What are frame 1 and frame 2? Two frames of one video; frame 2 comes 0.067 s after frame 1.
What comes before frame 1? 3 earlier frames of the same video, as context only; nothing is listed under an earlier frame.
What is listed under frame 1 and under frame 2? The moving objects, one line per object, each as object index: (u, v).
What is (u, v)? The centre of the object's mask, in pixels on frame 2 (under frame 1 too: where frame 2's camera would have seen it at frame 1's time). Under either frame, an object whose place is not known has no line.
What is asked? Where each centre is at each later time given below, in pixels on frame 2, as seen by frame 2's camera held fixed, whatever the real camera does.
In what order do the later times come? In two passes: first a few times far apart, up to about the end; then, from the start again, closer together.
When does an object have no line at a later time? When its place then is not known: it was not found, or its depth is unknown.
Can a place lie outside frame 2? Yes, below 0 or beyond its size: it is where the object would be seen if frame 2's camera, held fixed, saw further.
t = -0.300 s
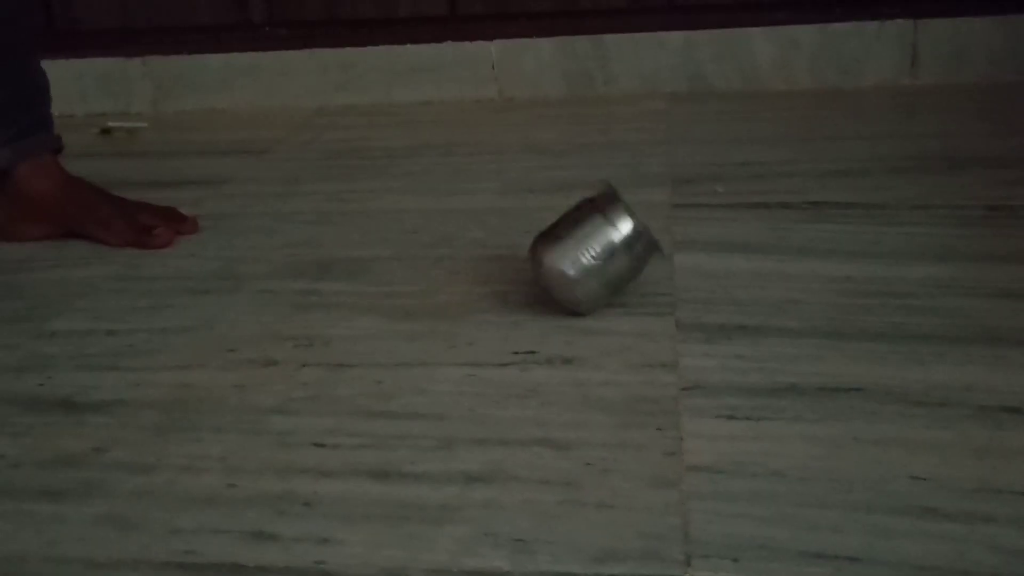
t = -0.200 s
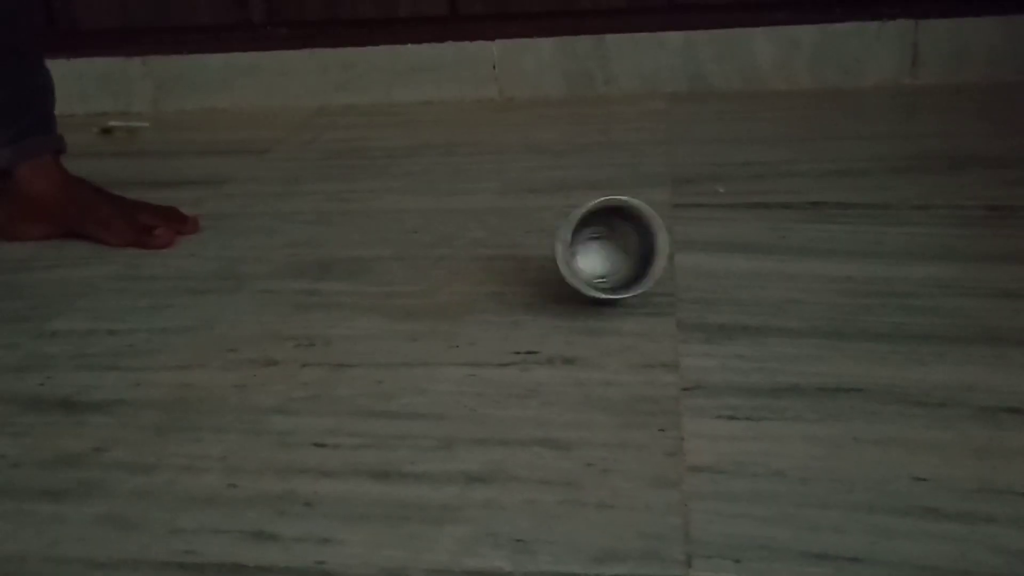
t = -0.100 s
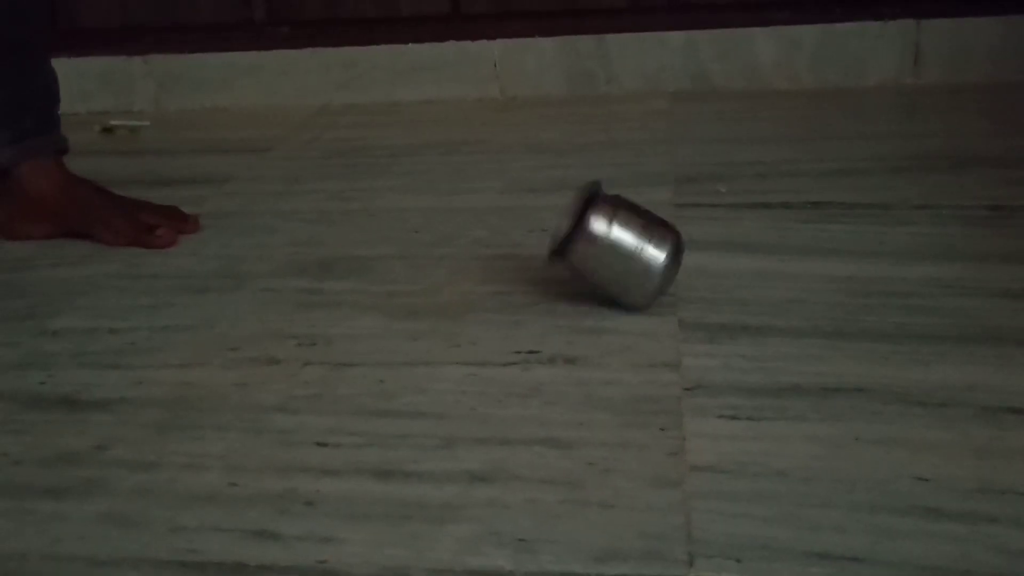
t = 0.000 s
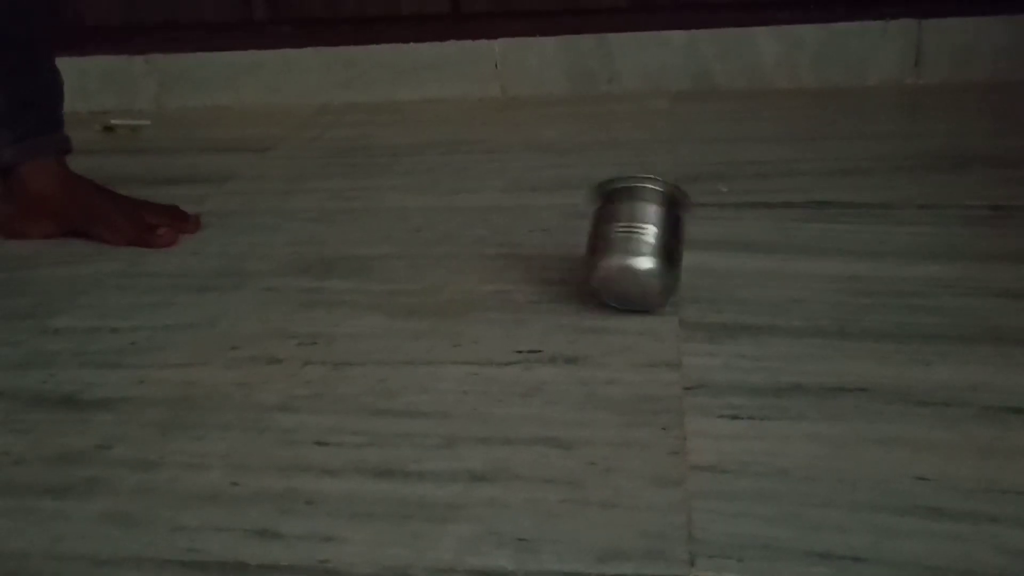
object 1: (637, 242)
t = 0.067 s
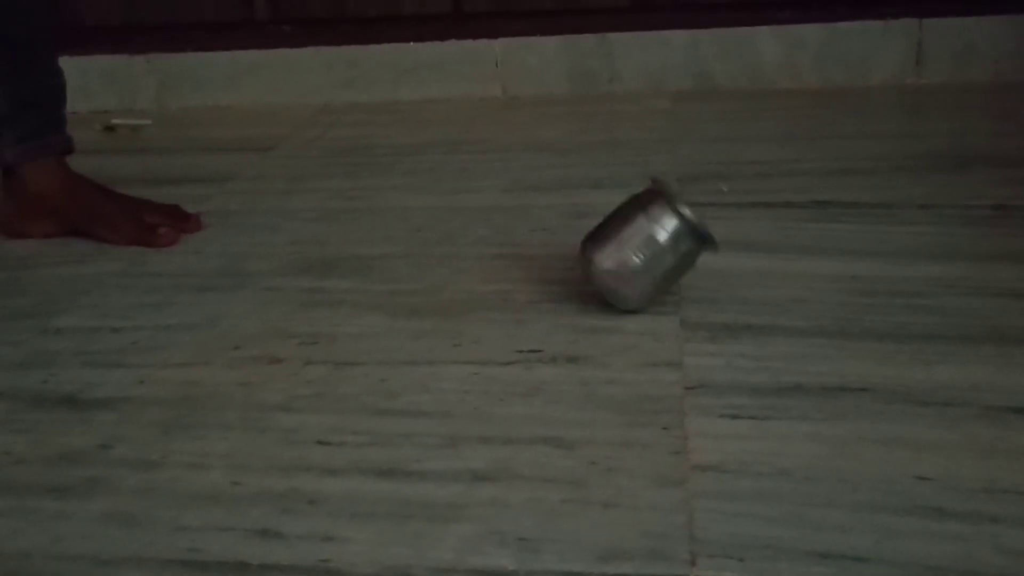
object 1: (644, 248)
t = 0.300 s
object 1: (663, 251)
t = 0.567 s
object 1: (677, 254)
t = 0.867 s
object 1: (677, 266)
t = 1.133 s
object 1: (647, 275)
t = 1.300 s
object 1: (629, 270)
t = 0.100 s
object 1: (651, 246)
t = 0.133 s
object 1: (655, 245)
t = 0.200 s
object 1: (653, 246)
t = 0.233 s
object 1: (652, 250)
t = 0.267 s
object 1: (656, 250)
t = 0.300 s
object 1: (663, 251)
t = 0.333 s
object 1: (665, 251)
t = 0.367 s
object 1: (667, 249)
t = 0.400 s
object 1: (672, 248)
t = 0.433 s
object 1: (676, 251)
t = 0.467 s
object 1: (676, 255)
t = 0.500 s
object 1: (682, 252)
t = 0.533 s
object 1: (683, 253)
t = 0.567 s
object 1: (677, 254)
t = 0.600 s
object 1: (675, 259)
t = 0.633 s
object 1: (675, 263)
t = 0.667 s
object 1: (677, 266)
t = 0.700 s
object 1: (673, 264)
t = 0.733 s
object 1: (673, 263)
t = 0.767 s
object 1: (676, 262)
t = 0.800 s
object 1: (679, 263)
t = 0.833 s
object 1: (674, 267)
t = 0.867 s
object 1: (677, 266)
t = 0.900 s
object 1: (676, 266)
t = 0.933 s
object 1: (667, 264)
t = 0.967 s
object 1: (659, 273)
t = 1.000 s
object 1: (655, 273)
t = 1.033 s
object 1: (656, 277)
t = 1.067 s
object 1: (649, 277)
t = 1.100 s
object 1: (646, 276)
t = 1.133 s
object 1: (647, 275)
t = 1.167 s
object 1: (646, 276)
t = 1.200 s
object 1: (640, 278)
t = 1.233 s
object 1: (636, 277)
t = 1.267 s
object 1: (634, 275)
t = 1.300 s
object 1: (629, 270)
